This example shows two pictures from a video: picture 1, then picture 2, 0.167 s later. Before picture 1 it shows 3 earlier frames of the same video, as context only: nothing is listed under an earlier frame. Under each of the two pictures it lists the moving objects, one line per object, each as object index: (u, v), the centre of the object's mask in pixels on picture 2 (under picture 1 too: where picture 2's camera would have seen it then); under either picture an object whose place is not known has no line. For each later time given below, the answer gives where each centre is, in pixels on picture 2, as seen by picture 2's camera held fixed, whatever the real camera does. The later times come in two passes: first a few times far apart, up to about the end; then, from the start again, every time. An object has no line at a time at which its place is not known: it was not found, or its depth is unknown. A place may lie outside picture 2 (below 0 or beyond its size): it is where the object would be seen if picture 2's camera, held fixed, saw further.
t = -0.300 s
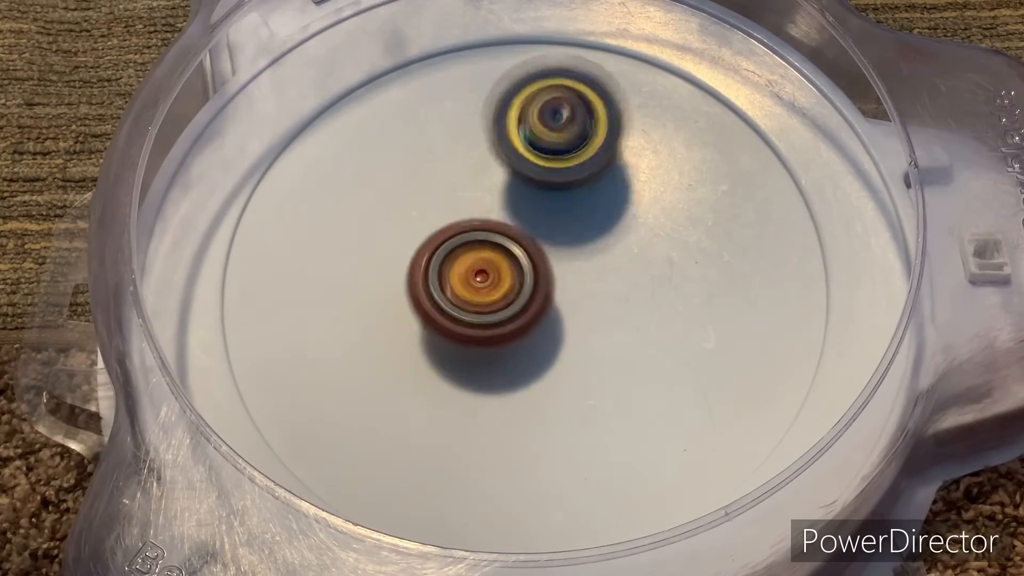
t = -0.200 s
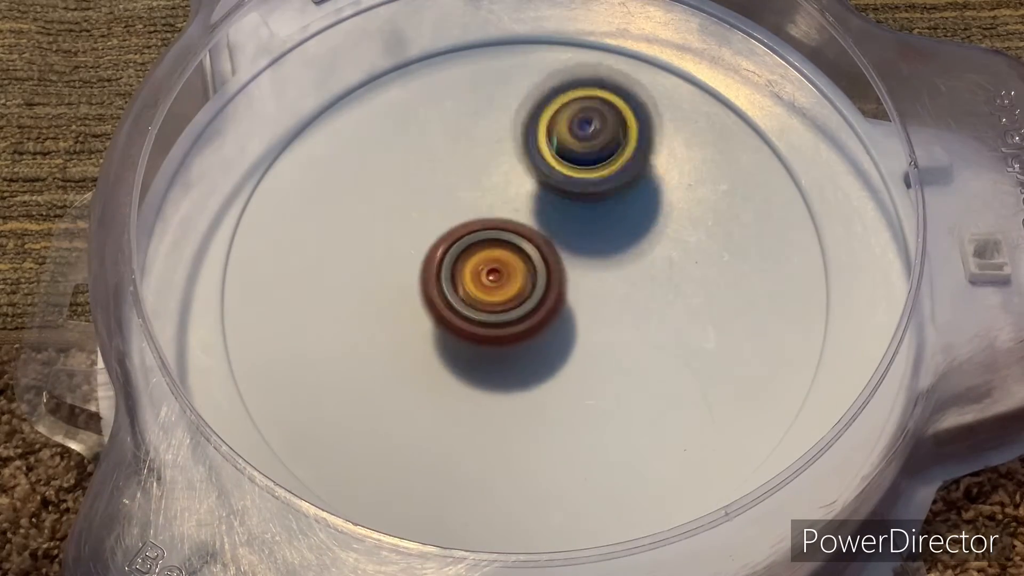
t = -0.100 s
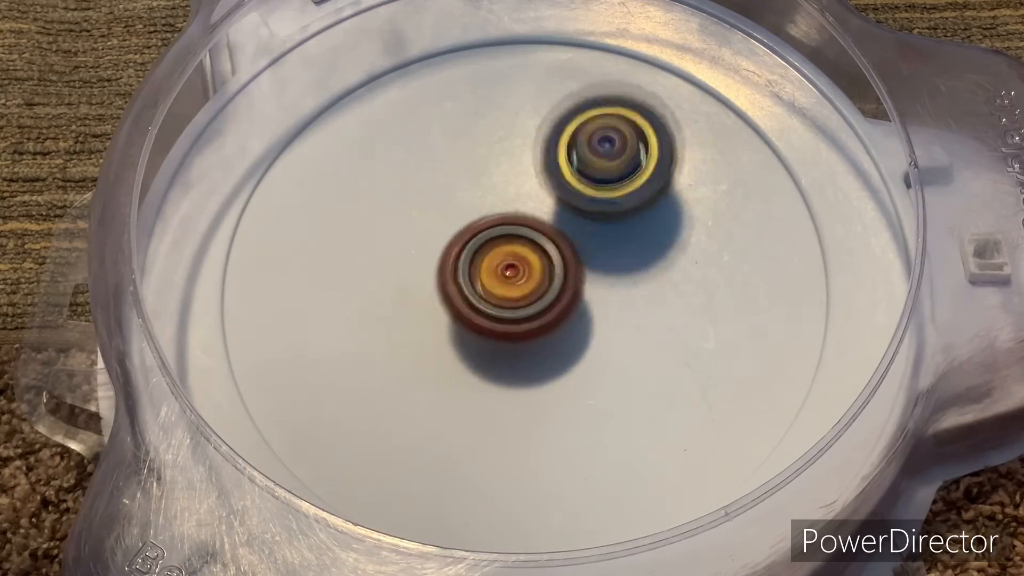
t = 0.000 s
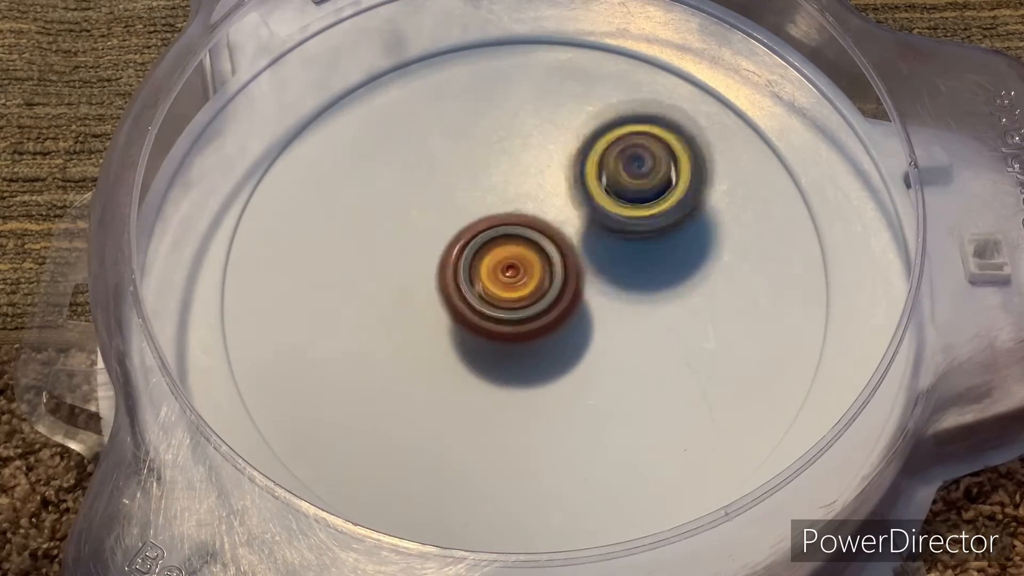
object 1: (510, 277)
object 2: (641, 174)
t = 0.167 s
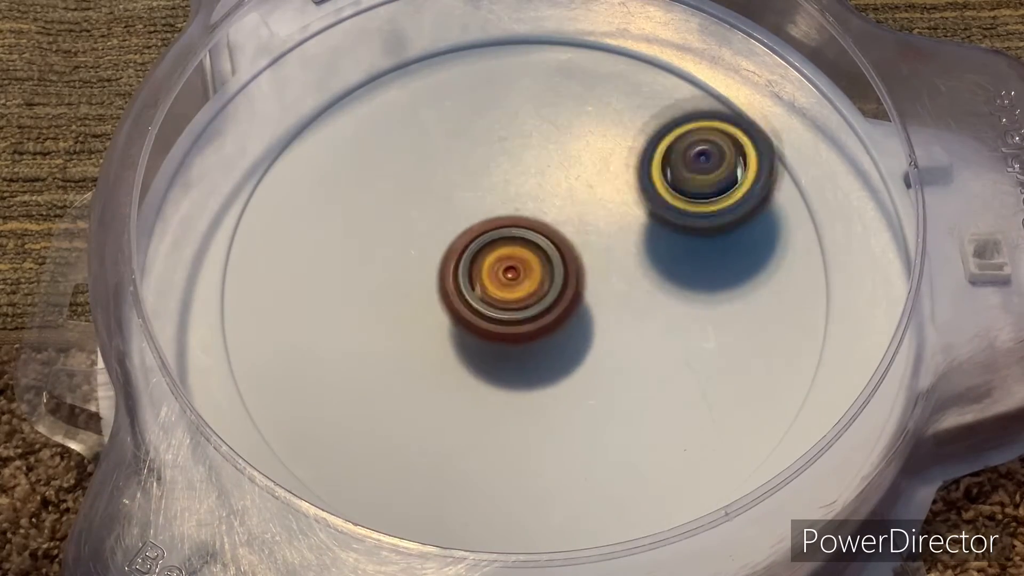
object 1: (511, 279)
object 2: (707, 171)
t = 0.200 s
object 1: (514, 279)
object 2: (708, 170)
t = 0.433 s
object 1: (505, 286)
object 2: (655, 222)
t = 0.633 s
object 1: (502, 293)
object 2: (671, 295)
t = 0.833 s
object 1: (516, 295)
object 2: (662, 322)
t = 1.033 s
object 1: (506, 277)
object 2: (687, 337)
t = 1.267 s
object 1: (480, 254)
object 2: (627, 329)
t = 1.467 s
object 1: (472, 221)
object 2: (584, 378)
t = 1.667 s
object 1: (475, 208)
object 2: (646, 437)
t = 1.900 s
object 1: (501, 226)
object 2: (583, 315)
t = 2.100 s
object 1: (512, 215)
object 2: (504, 389)
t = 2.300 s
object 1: (532, 274)
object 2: (544, 425)
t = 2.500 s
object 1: (577, 258)
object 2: (515, 434)
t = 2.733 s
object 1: (569, 267)
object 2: (479, 418)
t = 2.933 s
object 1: (562, 228)
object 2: (406, 424)
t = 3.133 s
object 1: (516, 226)
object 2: (434, 328)
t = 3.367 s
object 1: (598, 187)
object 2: (316, 280)
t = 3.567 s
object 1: (578, 209)
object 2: (335, 257)
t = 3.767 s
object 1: (582, 268)
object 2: (432, 187)
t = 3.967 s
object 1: (614, 315)
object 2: (452, 124)
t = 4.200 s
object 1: (585, 281)
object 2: (532, 157)
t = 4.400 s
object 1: (548, 340)
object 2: (593, 132)
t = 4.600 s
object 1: (558, 330)
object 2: (619, 195)
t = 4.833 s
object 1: (481, 325)
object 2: (630, 251)
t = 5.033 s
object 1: (447, 277)
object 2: (643, 290)
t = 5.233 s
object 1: (402, 248)
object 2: (598, 311)
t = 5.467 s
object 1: (438, 272)
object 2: (547, 295)
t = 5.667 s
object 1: (445, 259)
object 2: (561, 274)
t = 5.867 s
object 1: (443, 260)
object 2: (568, 271)
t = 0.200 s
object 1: (514, 279)
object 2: (708, 170)
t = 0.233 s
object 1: (517, 279)
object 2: (706, 170)
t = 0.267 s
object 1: (521, 279)
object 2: (698, 172)
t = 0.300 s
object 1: (524, 279)
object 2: (686, 177)
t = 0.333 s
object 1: (528, 279)
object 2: (670, 186)
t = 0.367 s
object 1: (529, 280)
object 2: (654, 199)
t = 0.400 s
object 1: (515, 284)
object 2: (654, 210)
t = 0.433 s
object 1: (505, 286)
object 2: (655, 222)
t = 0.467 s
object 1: (499, 288)
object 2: (657, 235)
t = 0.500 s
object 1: (497, 289)
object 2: (659, 248)
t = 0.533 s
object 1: (496, 290)
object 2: (663, 261)
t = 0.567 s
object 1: (497, 291)
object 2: (665, 274)
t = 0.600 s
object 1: (499, 292)
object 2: (668, 285)
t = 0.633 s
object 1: (502, 293)
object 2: (671, 295)
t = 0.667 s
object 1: (505, 293)
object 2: (674, 304)
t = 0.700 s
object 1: (507, 294)
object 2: (675, 310)
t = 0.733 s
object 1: (510, 294)
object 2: (676, 314)
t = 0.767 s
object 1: (512, 295)
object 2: (674, 317)
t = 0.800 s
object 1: (515, 295)
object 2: (670, 319)
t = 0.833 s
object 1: (516, 295)
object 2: (662, 322)
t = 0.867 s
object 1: (509, 289)
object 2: (666, 329)
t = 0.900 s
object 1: (505, 284)
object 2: (672, 336)
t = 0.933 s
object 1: (503, 281)
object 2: (679, 341)
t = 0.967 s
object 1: (503, 279)
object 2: (684, 344)
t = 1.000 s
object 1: (504, 278)
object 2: (688, 342)
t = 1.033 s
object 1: (506, 277)
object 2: (687, 337)
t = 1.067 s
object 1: (507, 276)
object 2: (680, 330)
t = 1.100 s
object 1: (509, 277)
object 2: (669, 322)
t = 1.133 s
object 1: (510, 277)
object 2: (652, 316)
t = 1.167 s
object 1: (501, 271)
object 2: (642, 317)
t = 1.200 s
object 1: (489, 263)
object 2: (638, 321)
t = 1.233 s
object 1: (483, 257)
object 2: (634, 326)
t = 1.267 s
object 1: (480, 254)
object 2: (627, 329)
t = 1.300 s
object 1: (480, 253)
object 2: (622, 332)
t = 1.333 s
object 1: (480, 253)
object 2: (615, 334)
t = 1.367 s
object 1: (480, 254)
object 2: (600, 333)
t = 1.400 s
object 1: (480, 255)
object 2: (590, 336)
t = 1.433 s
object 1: (475, 236)
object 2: (583, 355)
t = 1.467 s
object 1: (472, 221)
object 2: (584, 378)
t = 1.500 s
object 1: (470, 210)
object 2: (587, 399)
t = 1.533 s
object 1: (470, 204)
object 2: (593, 414)
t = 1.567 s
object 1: (471, 203)
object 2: (603, 428)
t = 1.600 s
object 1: (472, 203)
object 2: (615, 436)
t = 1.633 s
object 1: (473, 205)
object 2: (630, 441)
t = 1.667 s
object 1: (475, 208)
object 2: (646, 437)
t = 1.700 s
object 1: (477, 210)
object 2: (655, 428)
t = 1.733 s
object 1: (480, 214)
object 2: (659, 410)
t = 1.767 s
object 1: (483, 217)
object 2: (656, 392)
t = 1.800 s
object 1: (488, 221)
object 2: (647, 372)
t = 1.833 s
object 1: (494, 225)
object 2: (630, 349)
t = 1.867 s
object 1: (500, 230)
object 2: (605, 325)
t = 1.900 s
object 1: (501, 226)
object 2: (583, 315)
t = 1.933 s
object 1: (499, 209)
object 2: (564, 322)
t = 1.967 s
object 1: (500, 199)
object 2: (549, 331)
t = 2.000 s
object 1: (502, 194)
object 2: (534, 342)
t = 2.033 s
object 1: (506, 197)
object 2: (519, 354)
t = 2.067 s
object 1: (508, 206)
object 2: (511, 373)
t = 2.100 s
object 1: (512, 215)
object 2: (504, 389)
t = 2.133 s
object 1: (515, 223)
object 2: (500, 404)
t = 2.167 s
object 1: (518, 234)
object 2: (501, 420)
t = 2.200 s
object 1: (522, 244)
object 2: (508, 432)
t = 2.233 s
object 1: (525, 254)
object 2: (520, 437)
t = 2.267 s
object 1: (529, 265)
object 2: (534, 435)
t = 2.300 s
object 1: (532, 274)
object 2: (544, 425)
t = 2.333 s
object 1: (534, 284)
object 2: (552, 409)
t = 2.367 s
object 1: (541, 281)
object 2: (548, 399)
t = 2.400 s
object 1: (555, 274)
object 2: (537, 408)
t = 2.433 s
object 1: (566, 265)
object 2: (529, 416)
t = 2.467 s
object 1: (573, 259)
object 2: (520, 426)
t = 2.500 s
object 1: (577, 258)
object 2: (515, 434)
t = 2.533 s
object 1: (578, 262)
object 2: (512, 439)
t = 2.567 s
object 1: (574, 267)
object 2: (511, 440)
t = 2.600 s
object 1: (570, 274)
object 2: (510, 437)
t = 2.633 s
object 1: (564, 281)
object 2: (510, 431)
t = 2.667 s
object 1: (559, 287)
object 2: (511, 413)
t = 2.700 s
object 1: (557, 287)
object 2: (503, 405)
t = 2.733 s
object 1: (569, 267)
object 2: (479, 418)
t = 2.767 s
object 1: (578, 251)
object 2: (461, 424)
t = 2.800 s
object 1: (583, 240)
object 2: (443, 428)
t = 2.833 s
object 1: (581, 233)
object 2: (429, 431)
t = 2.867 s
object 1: (577, 230)
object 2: (417, 432)
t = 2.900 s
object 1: (570, 229)
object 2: (409, 430)
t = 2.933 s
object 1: (562, 228)
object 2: (406, 424)
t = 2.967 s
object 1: (554, 225)
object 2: (407, 417)
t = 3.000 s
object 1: (546, 225)
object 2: (410, 407)
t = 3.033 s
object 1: (537, 225)
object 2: (415, 393)
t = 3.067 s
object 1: (529, 224)
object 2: (419, 375)
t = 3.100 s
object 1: (523, 225)
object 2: (425, 352)
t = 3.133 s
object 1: (516, 226)
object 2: (434, 328)
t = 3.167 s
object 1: (525, 217)
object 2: (413, 309)
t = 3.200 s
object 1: (552, 204)
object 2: (384, 304)
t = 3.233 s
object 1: (573, 194)
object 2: (361, 297)
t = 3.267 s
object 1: (589, 188)
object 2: (346, 291)
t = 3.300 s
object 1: (596, 187)
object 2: (335, 287)
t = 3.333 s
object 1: (598, 186)
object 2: (325, 283)
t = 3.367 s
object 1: (598, 187)
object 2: (316, 280)
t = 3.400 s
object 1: (596, 186)
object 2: (309, 275)
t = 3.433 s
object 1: (594, 189)
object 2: (305, 271)
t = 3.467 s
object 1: (591, 192)
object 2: (305, 266)
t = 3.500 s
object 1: (587, 197)
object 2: (310, 262)
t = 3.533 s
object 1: (583, 202)
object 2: (320, 260)
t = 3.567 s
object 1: (578, 209)
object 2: (335, 257)
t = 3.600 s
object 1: (572, 215)
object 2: (356, 251)
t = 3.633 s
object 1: (567, 222)
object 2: (376, 243)
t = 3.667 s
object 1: (560, 228)
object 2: (399, 237)
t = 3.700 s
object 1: (555, 237)
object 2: (422, 228)
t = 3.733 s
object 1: (561, 253)
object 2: (433, 211)
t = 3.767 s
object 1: (582, 268)
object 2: (432, 187)
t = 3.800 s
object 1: (598, 286)
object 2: (432, 172)
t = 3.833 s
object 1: (609, 298)
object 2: (434, 157)
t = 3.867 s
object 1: (620, 310)
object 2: (437, 145)
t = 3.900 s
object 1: (622, 316)
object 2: (442, 136)
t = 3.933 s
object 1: (621, 319)
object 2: (447, 126)
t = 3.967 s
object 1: (614, 315)
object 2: (452, 124)
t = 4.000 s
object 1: (606, 310)
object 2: (460, 121)
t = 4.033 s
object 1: (601, 303)
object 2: (469, 125)
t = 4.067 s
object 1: (597, 299)
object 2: (480, 127)
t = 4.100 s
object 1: (594, 293)
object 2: (491, 135)
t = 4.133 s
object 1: (591, 287)
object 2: (502, 143)
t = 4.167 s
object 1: (588, 282)
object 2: (516, 154)
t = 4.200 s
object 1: (585, 281)
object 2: (532, 157)
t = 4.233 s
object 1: (580, 302)
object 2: (548, 153)
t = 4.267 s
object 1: (574, 321)
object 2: (558, 144)
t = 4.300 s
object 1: (566, 332)
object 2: (567, 138)
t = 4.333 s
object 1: (558, 339)
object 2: (573, 133)
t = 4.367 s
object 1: (552, 342)
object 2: (583, 131)
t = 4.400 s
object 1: (548, 340)
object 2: (593, 132)
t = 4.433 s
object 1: (546, 334)
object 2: (604, 136)
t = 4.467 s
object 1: (549, 330)
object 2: (610, 143)
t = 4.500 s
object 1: (552, 327)
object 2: (615, 150)
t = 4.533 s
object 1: (555, 327)
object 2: (618, 163)
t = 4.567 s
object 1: (558, 329)
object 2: (620, 177)
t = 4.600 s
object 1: (558, 330)
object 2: (619, 195)
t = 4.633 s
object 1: (551, 328)
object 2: (621, 206)
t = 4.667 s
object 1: (536, 338)
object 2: (634, 215)
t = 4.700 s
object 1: (514, 340)
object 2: (636, 218)
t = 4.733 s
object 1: (497, 337)
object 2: (638, 225)
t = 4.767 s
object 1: (486, 337)
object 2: (638, 233)
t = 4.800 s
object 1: (480, 330)
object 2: (636, 242)
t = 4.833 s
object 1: (481, 325)
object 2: (630, 251)
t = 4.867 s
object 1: (490, 319)
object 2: (622, 258)
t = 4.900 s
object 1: (497, 317)
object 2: (613, 264)
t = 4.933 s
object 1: (500, 321)
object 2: (608, 271)
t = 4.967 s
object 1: (483, 309)
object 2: (623, 284)
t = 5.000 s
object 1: (465, 295)
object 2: (635, 286)
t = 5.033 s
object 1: (447, 277)
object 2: (643, 290)
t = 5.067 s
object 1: (432, 267)
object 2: (648, 297)
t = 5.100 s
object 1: (421, 257)
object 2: (647, 309)
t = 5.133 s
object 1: (411, 252)
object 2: (636, 316)
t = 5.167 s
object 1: (405, 248)
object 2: (623, 317)
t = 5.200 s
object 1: (402, 249)
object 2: (610, 316)
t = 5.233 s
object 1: (402, 248)
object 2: (598, 311)
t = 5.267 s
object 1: (405, 248)
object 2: (590, 311)
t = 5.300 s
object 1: (413, 250)
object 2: (580, 307)
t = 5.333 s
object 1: (422, 254)
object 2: (570, 304)
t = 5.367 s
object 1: (430, 258)
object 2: (561, 303)
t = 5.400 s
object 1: (438, 265)
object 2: (558, 303)
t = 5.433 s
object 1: (437, 269)
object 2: (550, 297)
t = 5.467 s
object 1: (438, 272)
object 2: (547, 295)
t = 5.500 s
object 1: (441, 269)
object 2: (546, 291)
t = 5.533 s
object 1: (443, 267)
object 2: (546, 286)
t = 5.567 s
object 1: (443, 262)
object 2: (550, 286)
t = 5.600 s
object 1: (443, 258)
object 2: (554, 284)
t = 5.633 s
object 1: (444, 257)
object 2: (557, 280)
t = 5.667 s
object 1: (445, 259)
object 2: (561, 274)
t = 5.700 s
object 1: (446, 261)
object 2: (561, 271)
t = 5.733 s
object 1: (447, 261)
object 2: (562, 268)
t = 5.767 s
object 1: (446, 261)
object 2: (562, 266)
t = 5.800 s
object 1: (446, 261)
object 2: (559, 266)
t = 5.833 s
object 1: (443, 260)
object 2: (560, 268)
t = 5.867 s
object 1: (443, 260)
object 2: (568, 271)
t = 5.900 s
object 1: (444, 260)
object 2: (573, 275)
